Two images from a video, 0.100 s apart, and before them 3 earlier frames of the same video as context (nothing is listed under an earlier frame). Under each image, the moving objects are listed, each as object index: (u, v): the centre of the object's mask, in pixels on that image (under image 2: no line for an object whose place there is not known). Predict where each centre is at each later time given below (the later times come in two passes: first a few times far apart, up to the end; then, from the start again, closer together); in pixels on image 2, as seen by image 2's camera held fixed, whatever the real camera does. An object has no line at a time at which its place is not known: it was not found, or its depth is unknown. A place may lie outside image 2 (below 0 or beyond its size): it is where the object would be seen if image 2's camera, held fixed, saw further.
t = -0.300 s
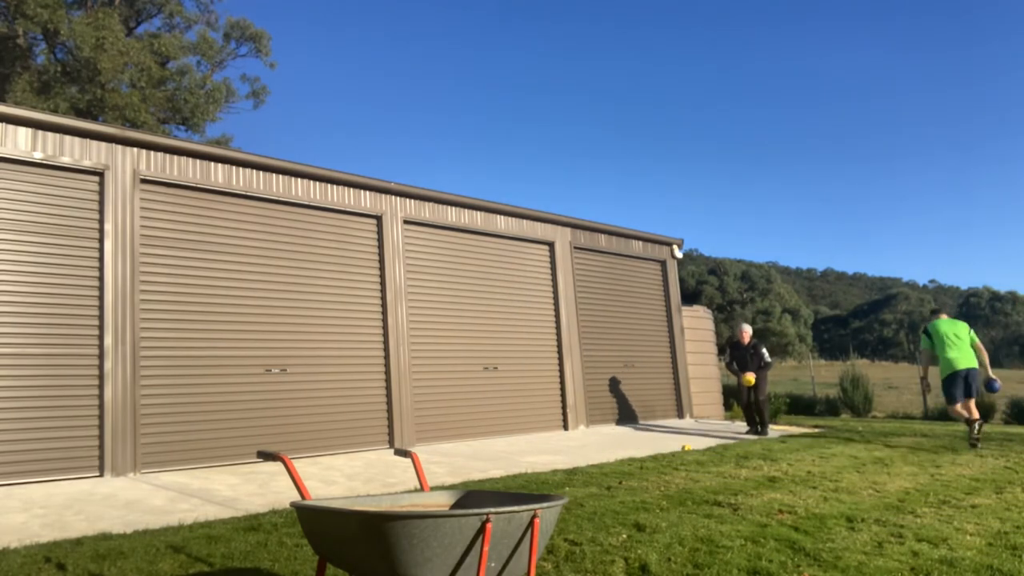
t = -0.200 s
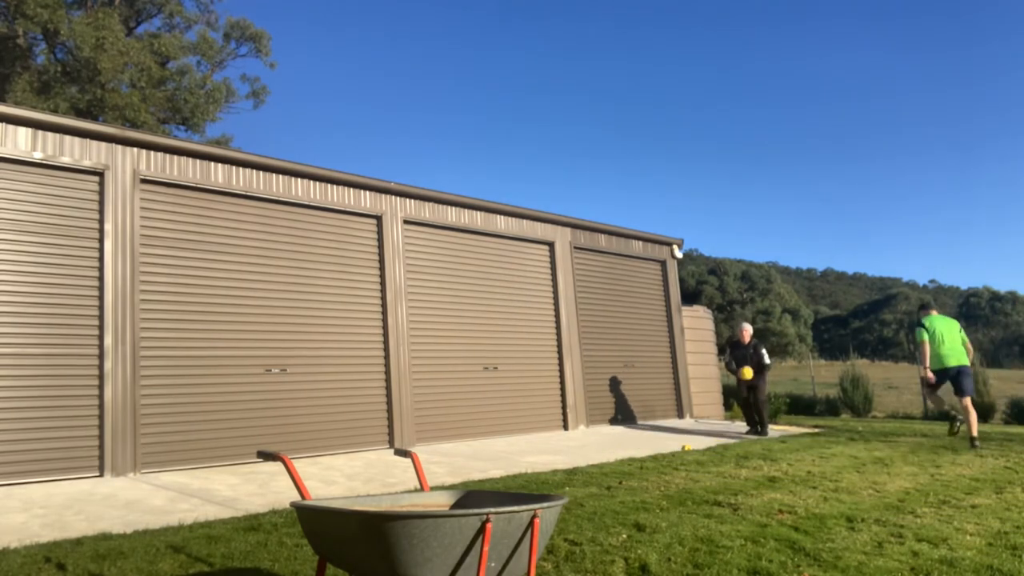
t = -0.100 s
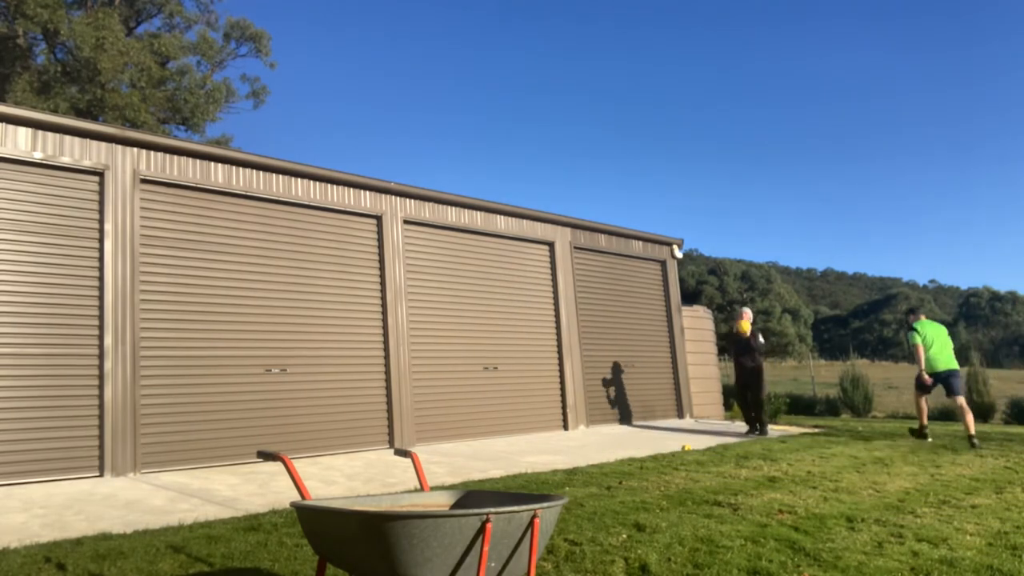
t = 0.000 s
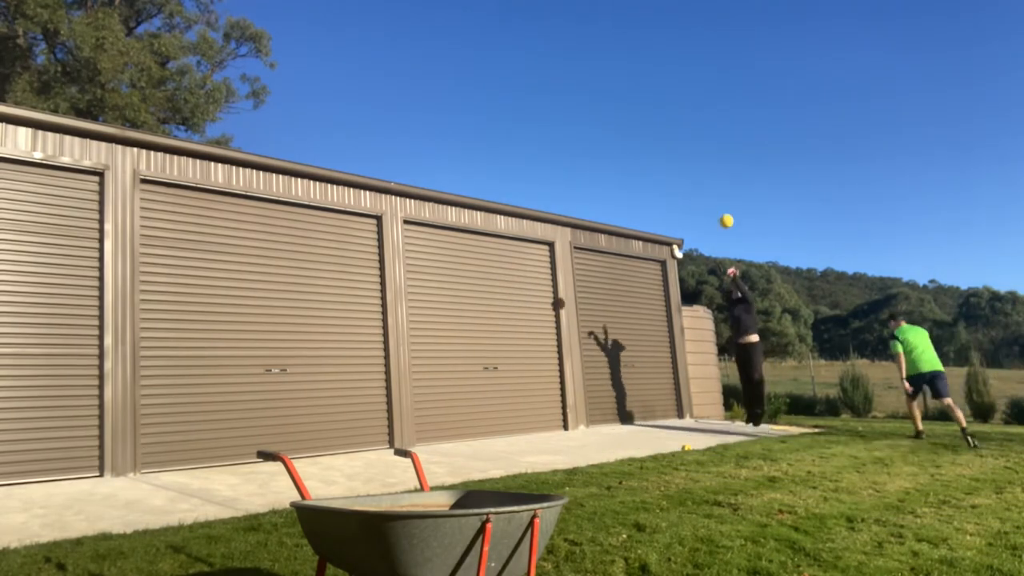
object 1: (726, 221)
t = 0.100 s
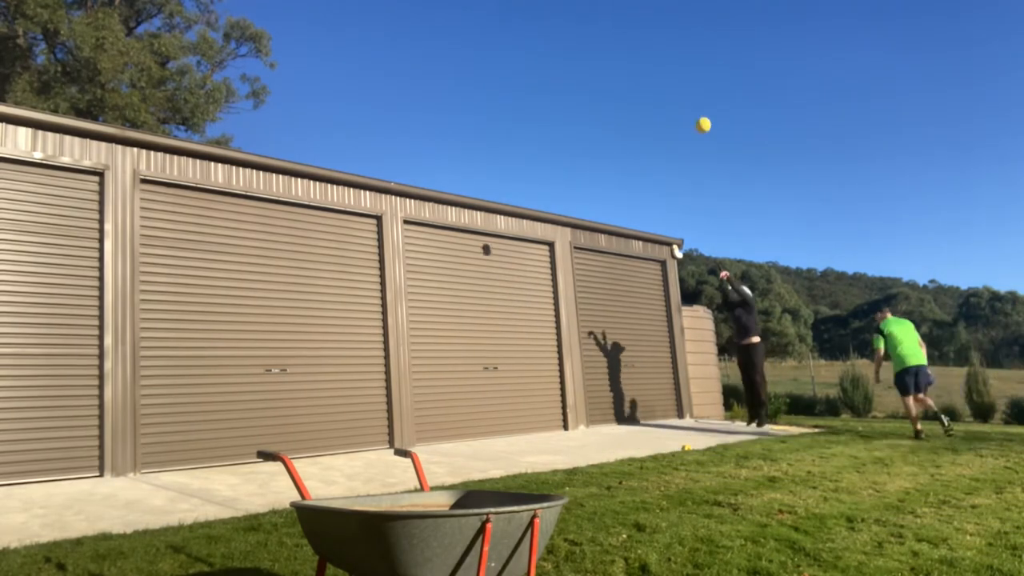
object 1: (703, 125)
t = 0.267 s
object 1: (663, 19)
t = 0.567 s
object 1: (586, 147)
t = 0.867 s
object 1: (561, 563)
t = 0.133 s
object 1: (695, 98)
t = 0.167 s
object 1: (688, 74)
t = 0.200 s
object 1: (680, 52)
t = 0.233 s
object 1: (671, 34)
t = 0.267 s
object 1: (663, 19)
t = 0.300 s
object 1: (655, 9)
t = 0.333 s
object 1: (647, 6)
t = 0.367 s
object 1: (640, 5)
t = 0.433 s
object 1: (624, 15)
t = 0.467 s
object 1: (615, 33)
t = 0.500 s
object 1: (605, 60)
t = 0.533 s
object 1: (595, 98)
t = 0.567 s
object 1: (586, 147)
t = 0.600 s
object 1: (577, 209)
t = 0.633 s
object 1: (568, 287)
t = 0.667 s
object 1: (559, 384)
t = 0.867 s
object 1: (561, 563)
